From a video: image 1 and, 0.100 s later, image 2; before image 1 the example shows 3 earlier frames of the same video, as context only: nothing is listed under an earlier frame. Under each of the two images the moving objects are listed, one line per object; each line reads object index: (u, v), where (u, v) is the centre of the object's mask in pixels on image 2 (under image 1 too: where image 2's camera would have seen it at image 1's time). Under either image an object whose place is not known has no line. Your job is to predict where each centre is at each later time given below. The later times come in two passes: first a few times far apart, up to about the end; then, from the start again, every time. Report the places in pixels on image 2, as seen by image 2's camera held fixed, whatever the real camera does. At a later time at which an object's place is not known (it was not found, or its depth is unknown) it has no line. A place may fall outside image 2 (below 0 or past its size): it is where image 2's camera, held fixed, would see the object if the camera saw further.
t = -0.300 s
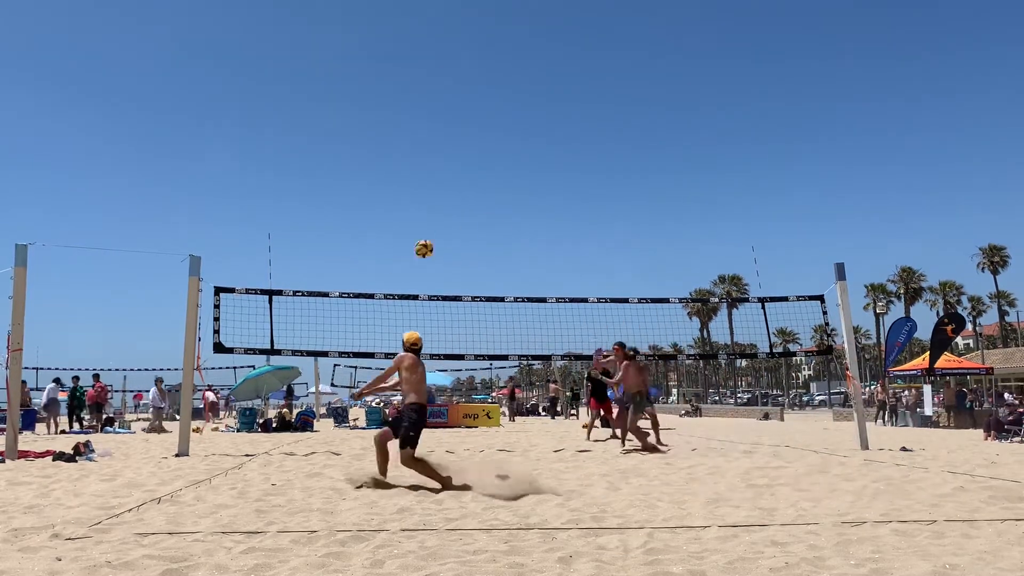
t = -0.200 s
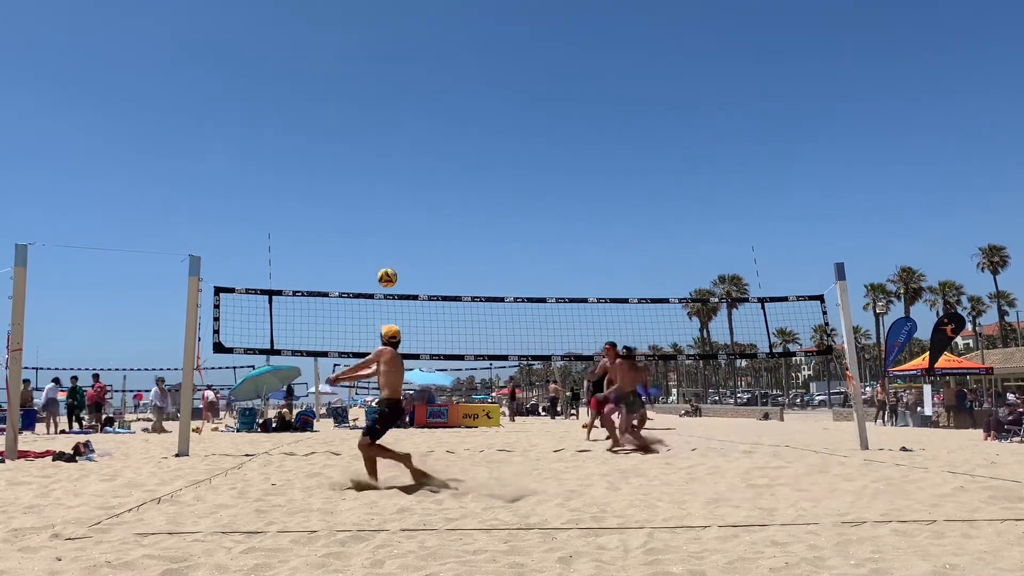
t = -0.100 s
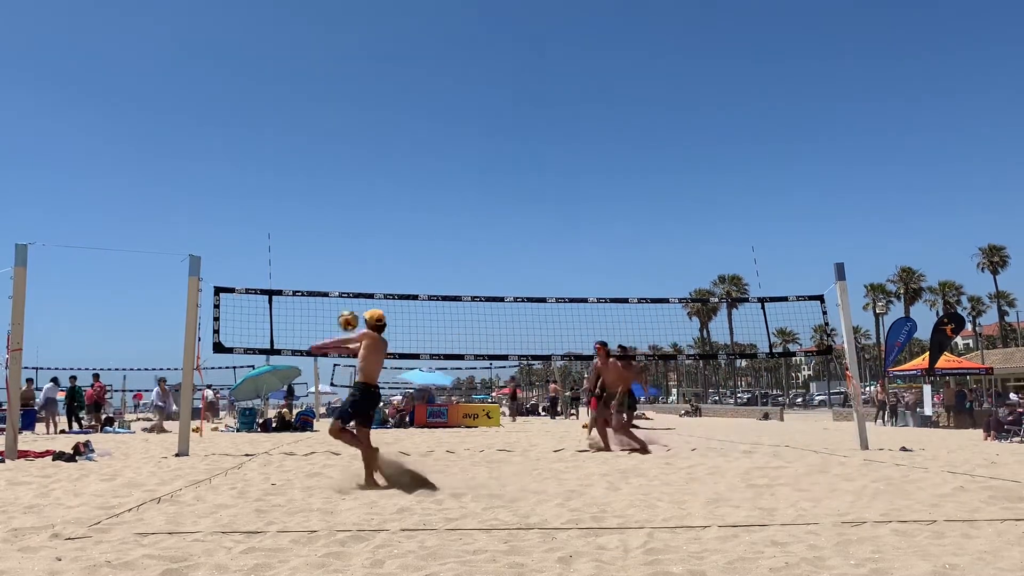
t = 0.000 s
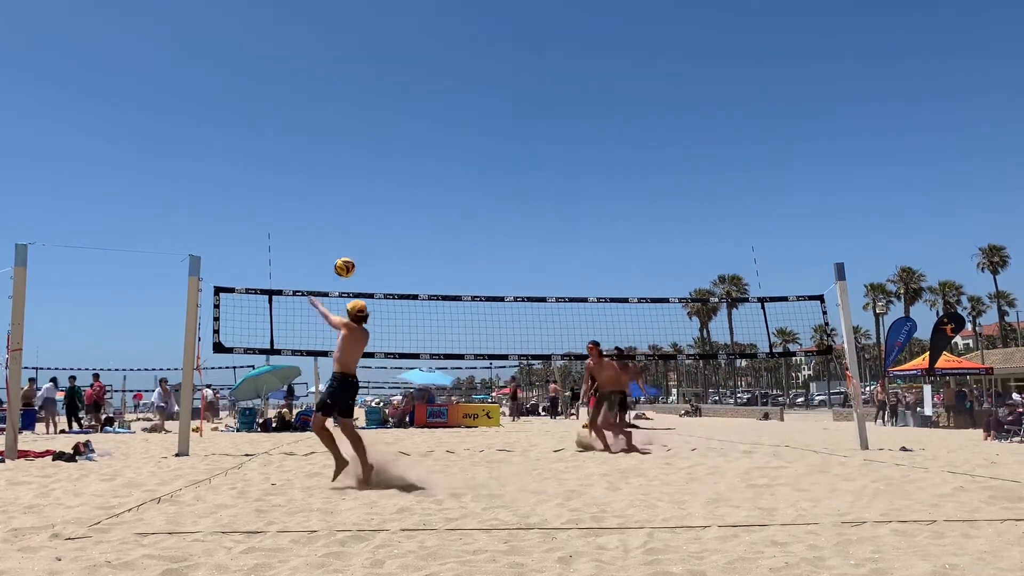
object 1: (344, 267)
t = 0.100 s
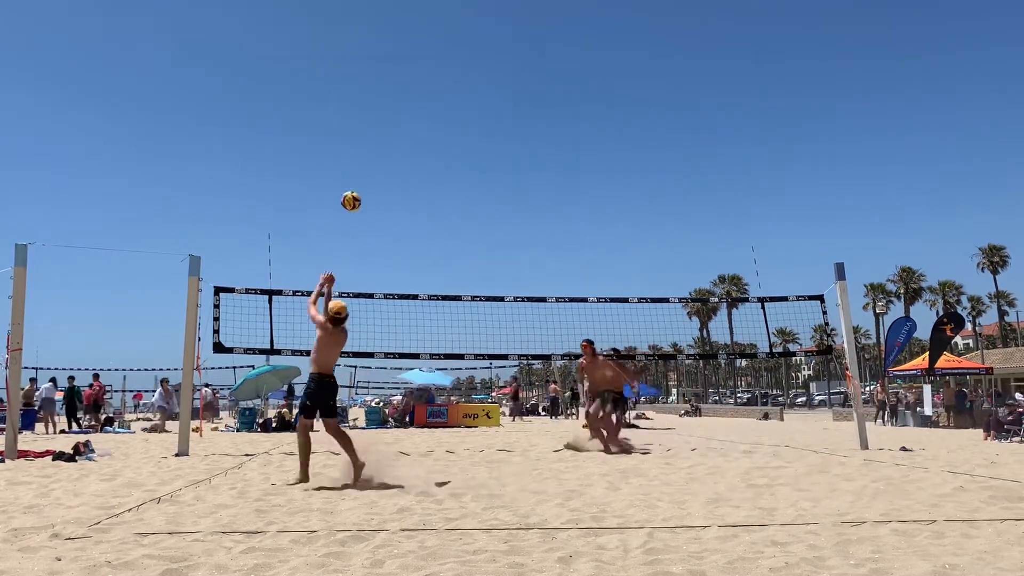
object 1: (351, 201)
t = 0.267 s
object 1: (363, 119)
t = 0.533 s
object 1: (386, 51)
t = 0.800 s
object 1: (410, 43)
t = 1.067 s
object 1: (438, 82)
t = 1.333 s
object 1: (465, 162)
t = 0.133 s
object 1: (353, 182)
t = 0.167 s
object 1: (355, 164)
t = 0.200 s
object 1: (358, 148)
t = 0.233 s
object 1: (360, 133)
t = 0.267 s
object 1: (363, 119)
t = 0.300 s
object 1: (366, 107)
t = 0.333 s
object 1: (368, 96)
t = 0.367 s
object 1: (371, 86)
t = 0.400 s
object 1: (374, 77)
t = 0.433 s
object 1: (377, 69)
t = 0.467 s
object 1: (380, 62)
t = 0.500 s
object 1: (383, 56)
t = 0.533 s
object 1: (386, 51)
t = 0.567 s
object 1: (389, 47)
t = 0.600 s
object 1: (392, 44)
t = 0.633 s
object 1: (396, 42)
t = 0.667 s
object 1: (399, 40)
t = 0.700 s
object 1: (402, 40)
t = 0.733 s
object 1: (405, 40)
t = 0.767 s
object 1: (408, 41)
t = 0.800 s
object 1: (410, 43)
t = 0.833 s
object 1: (413, 45)
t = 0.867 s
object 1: (417, 48)
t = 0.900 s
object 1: (421, 52)
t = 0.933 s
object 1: (423, 57)
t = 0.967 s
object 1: (427, 62)
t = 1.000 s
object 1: (431, 68)
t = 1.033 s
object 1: (434, 75)
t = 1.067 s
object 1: (438, 82)
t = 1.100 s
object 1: (441, 90)
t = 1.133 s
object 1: (445, 99)
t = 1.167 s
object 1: (448, 108)
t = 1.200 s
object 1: (451, 118)
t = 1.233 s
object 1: (455, 128)
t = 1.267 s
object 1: (458, 139)
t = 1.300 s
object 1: (462, 150)
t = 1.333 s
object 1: (465, 162)
